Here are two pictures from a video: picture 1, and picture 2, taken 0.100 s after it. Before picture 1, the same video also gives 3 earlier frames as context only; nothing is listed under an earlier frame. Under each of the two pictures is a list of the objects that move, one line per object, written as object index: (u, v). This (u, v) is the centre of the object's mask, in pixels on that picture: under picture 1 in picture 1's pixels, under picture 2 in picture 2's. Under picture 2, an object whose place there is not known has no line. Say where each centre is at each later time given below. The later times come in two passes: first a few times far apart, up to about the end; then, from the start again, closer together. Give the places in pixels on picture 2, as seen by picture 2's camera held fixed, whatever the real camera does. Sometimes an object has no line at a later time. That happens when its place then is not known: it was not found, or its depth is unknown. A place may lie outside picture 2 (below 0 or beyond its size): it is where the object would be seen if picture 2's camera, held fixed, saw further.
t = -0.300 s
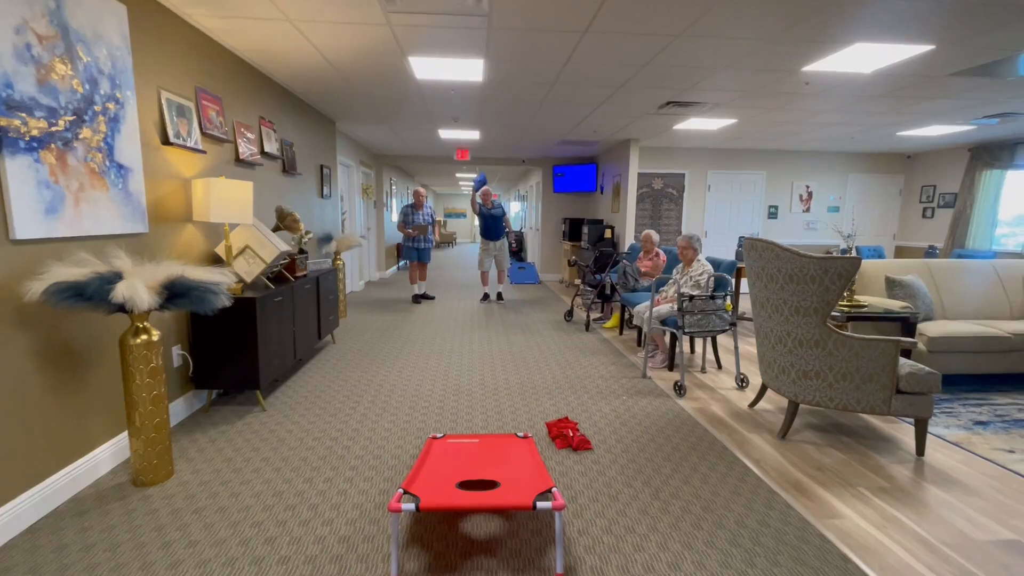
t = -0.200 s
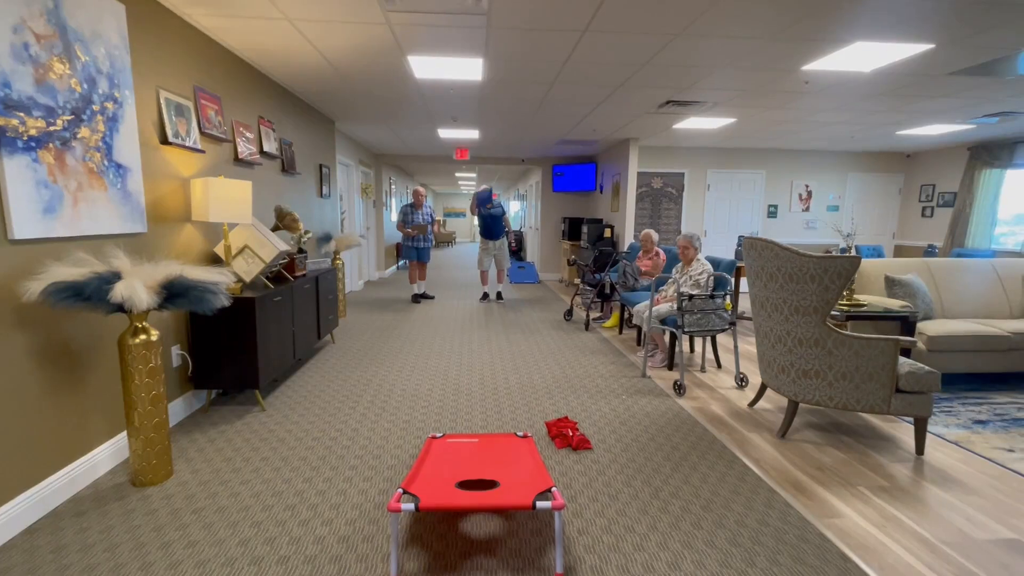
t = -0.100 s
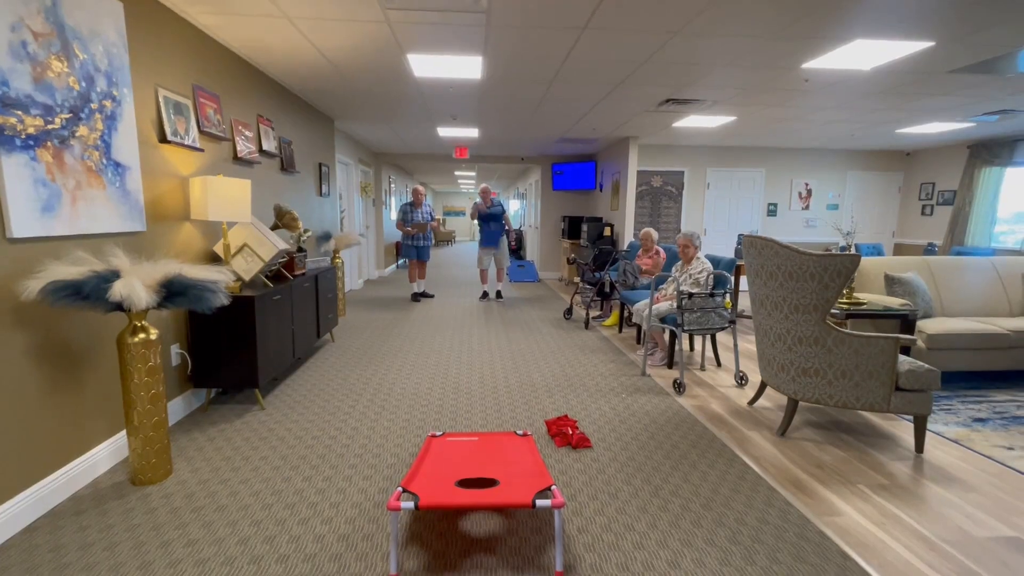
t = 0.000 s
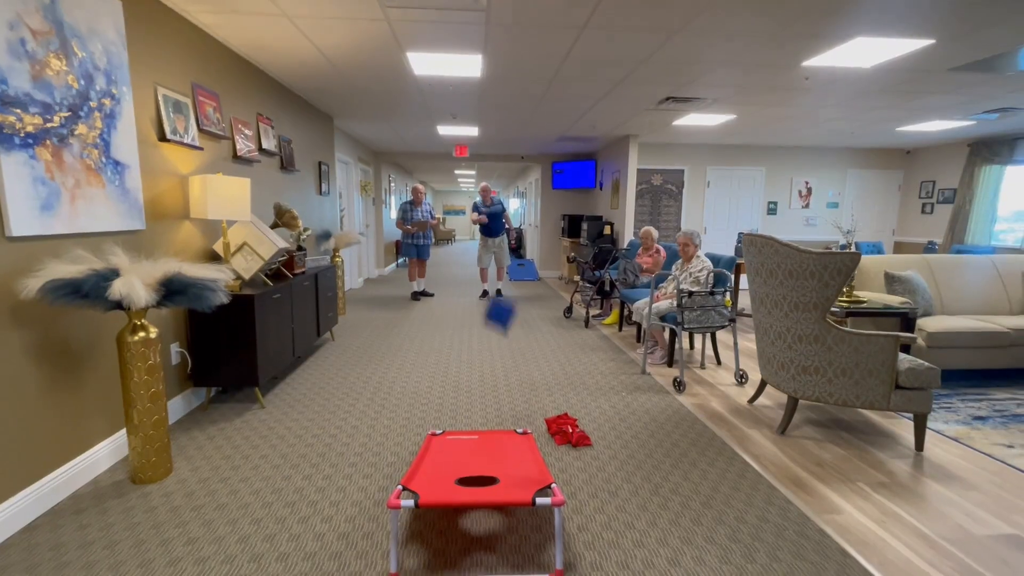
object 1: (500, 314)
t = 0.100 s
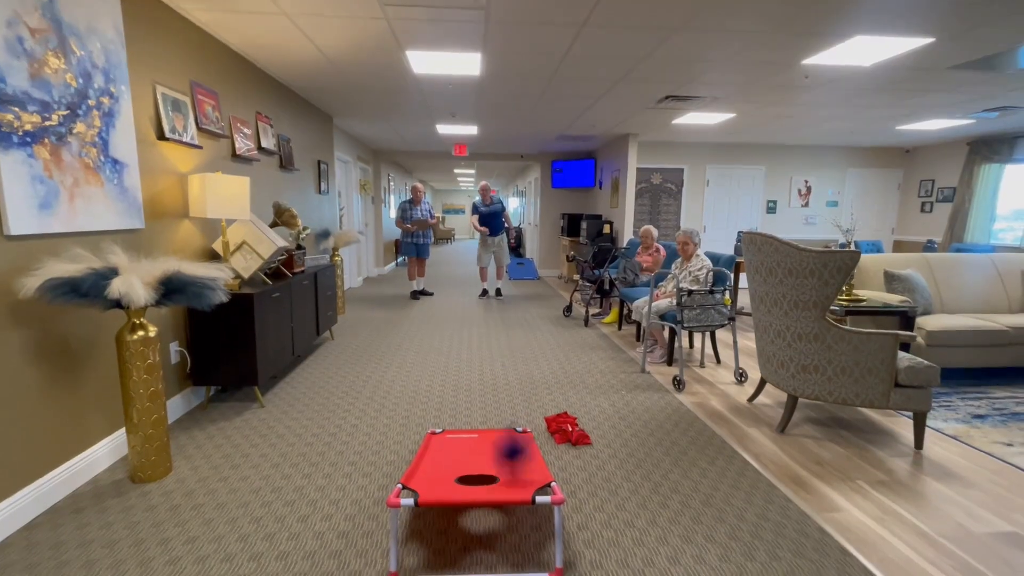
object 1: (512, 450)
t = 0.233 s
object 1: (512, 445)
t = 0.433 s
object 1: (497, 416)
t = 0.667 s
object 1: (484, 472)
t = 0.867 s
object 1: (485, 469)
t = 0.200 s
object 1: (513, 459)
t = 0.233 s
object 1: (512, 445)
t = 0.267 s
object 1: (509, 432)
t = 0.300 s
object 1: (506, 423)
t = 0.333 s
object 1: (504, 418)
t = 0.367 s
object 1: (502, 416)
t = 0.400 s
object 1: (499, 415)
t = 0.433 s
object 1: (497, 416)
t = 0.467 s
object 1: (494, 420)
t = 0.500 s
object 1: (492, 427)
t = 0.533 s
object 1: (490, 436)
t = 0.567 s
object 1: (489, 448)
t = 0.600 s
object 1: (487, 460)
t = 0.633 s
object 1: (485, 469)
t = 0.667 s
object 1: (484, 472)
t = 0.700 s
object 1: (485, 470)
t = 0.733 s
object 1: (485, 467)
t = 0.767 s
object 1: (485, 466)
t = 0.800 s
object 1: (485, 466)
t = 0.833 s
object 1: (485, 467)
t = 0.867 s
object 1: (485, 469)
